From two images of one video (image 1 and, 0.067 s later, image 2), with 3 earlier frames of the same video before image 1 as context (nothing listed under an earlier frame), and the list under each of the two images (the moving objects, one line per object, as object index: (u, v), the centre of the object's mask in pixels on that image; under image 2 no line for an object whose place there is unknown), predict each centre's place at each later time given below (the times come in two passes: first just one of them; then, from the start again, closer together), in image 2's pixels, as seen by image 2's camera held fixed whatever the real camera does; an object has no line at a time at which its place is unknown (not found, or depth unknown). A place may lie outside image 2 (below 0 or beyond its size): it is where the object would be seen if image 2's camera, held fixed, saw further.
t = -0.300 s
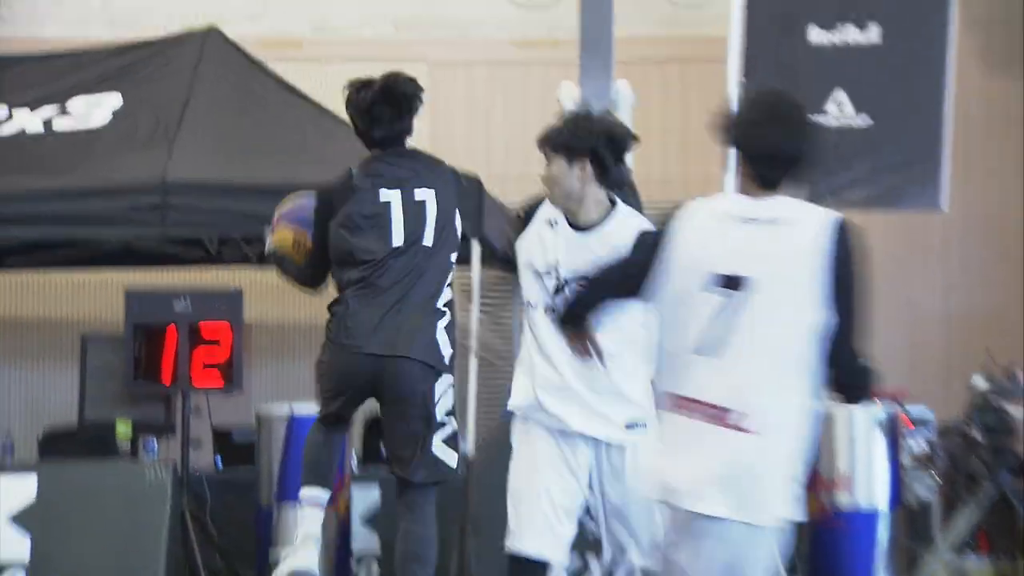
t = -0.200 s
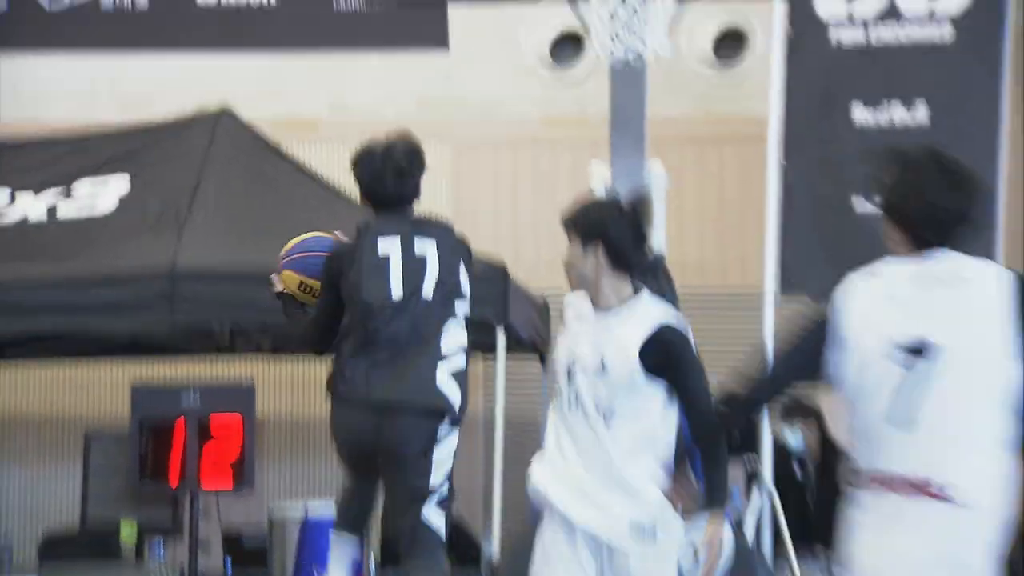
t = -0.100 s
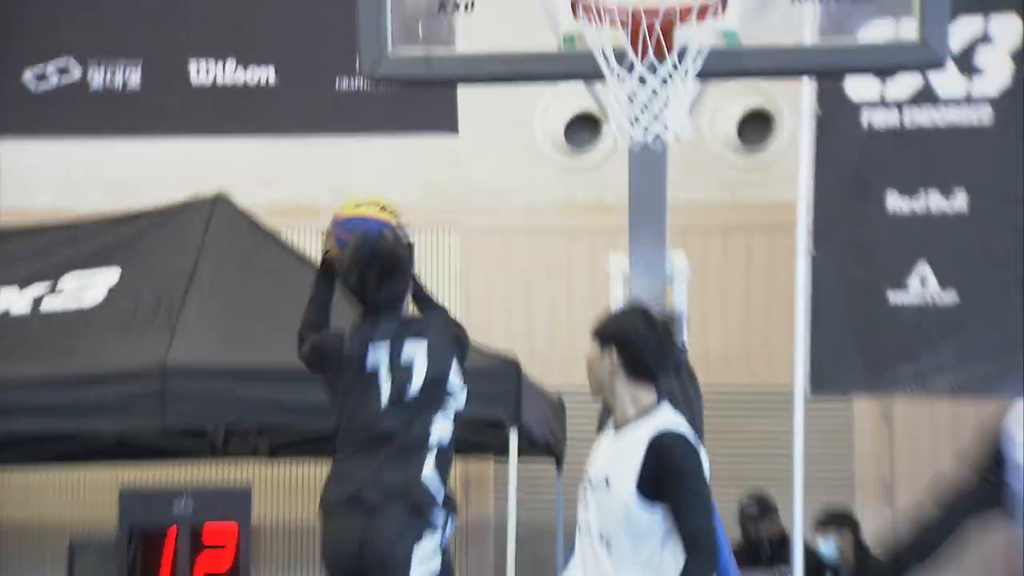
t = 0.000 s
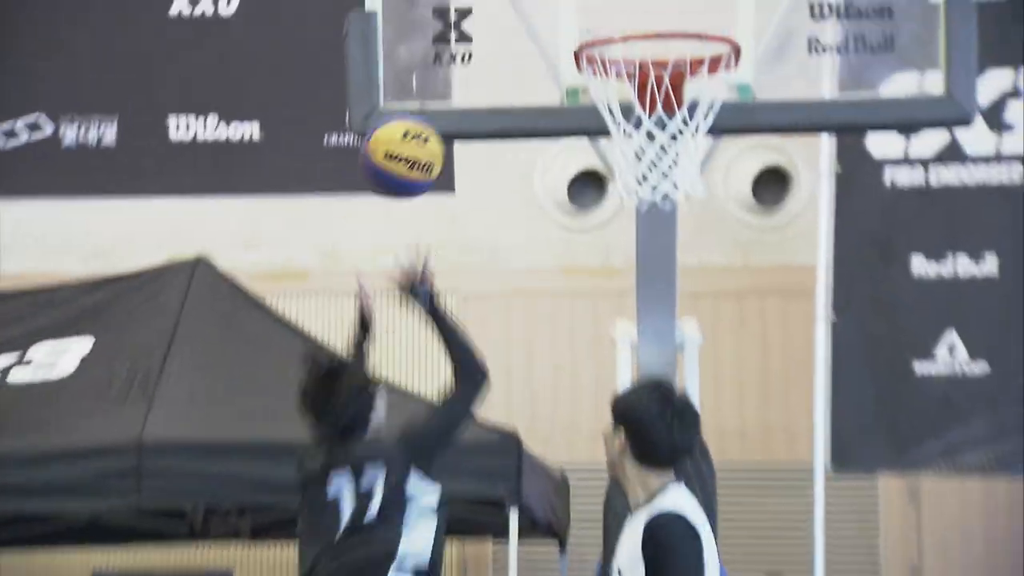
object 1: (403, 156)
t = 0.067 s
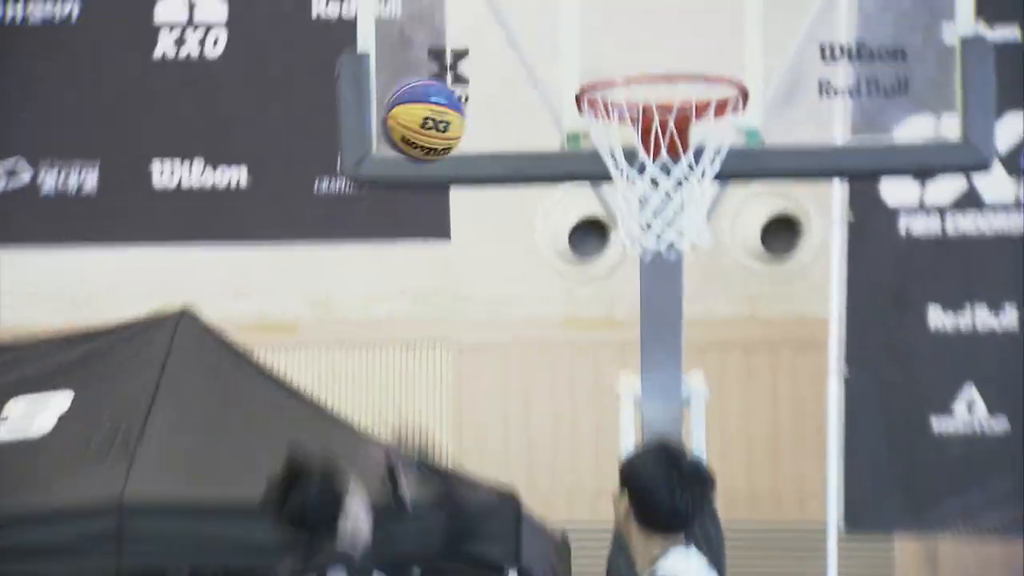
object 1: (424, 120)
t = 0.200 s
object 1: (483, 10)
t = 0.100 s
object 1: (439, 85)
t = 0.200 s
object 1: (483, 10)
